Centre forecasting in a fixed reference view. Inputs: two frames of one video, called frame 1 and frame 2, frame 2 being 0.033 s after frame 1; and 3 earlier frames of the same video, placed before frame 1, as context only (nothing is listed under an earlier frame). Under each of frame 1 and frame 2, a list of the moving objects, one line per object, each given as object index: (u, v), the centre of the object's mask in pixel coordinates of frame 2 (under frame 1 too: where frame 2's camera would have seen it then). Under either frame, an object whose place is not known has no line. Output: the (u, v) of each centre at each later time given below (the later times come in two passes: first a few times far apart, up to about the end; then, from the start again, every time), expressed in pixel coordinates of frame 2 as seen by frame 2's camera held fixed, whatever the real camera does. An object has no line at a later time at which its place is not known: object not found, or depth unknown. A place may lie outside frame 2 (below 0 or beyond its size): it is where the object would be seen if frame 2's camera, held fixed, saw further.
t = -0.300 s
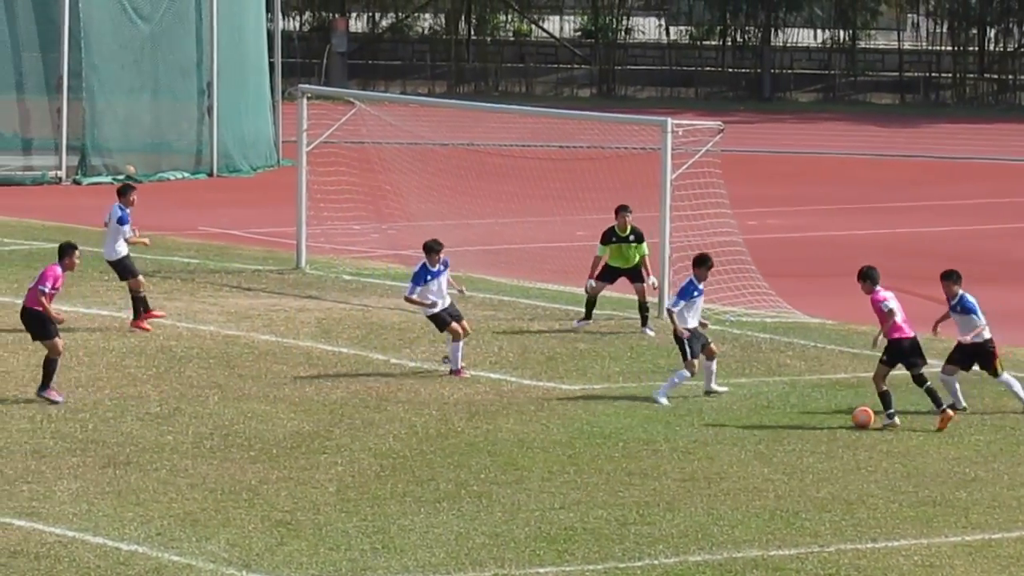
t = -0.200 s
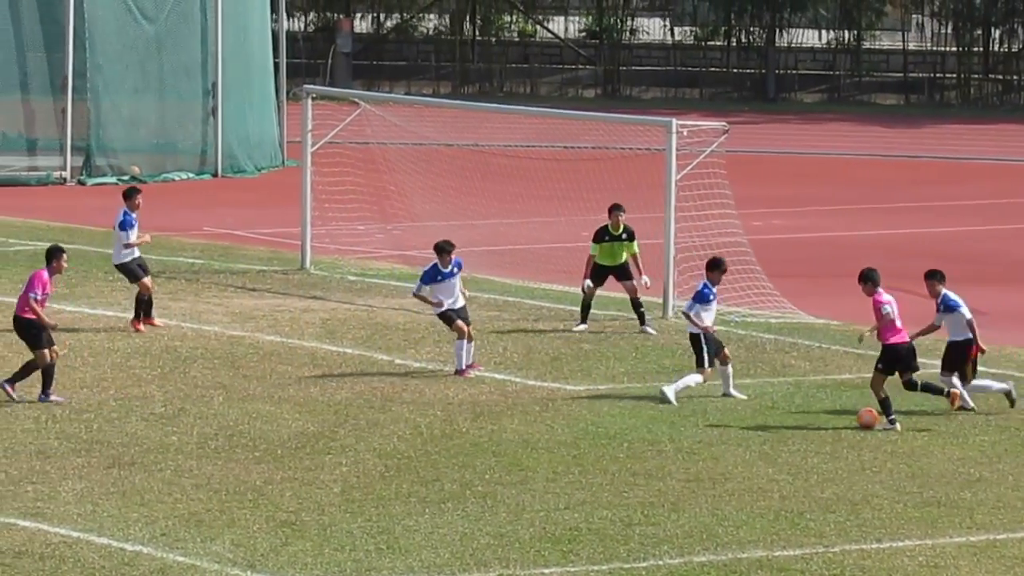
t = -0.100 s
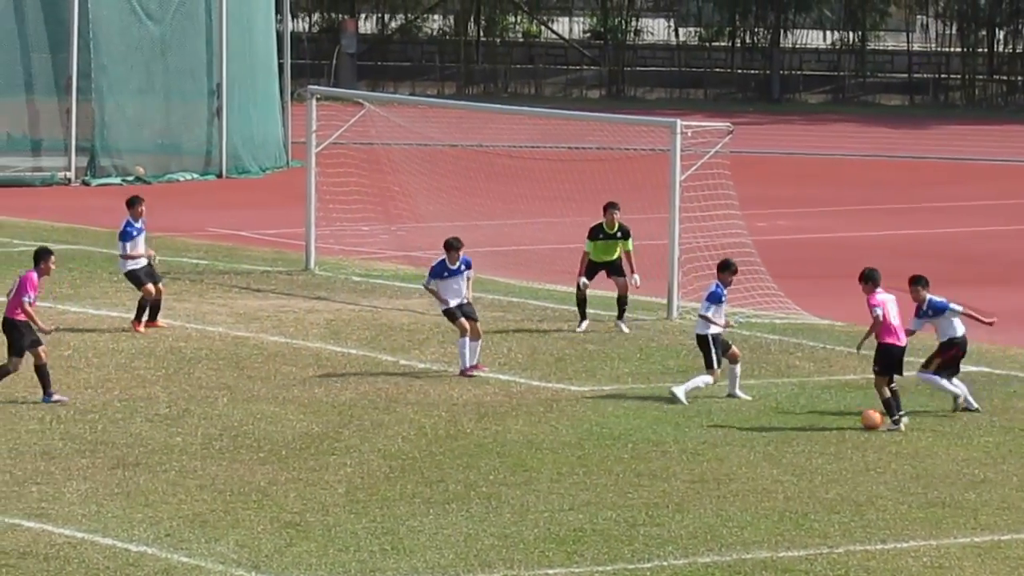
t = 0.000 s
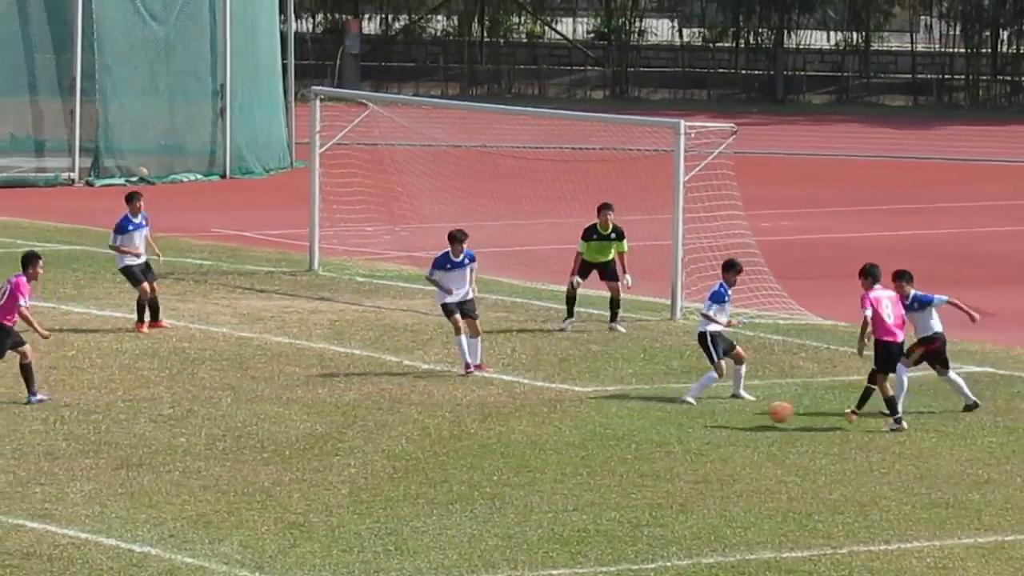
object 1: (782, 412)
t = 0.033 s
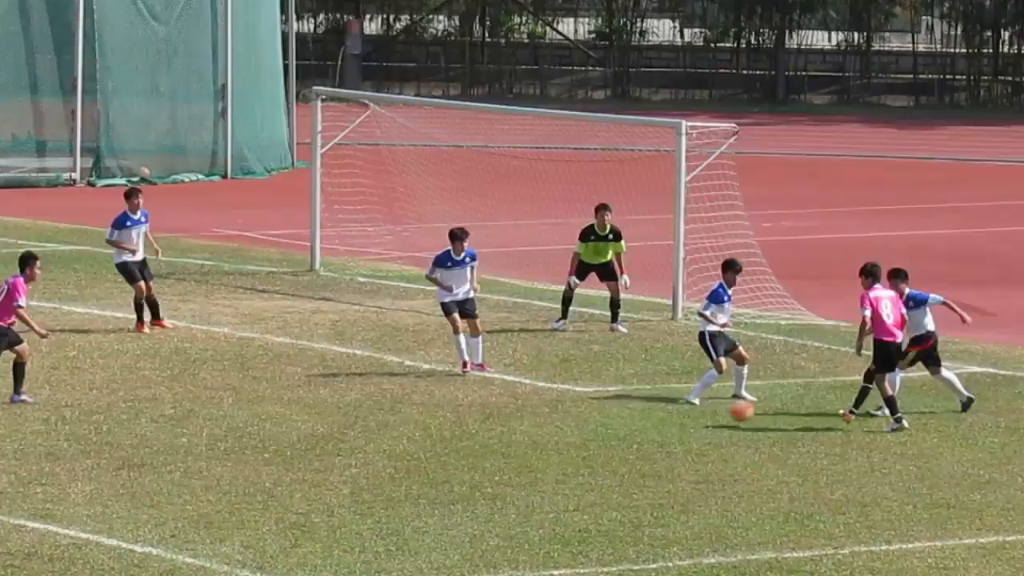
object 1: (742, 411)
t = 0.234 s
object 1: (520, 402)
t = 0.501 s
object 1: (278, 405)
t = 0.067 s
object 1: (701, 410)
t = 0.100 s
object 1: (661, 410)
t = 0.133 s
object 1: (621, 412)
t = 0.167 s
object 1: (582, 412)
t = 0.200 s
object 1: (551, 407)
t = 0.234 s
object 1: (520, 402)
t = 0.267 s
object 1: (490, 398)
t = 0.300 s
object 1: (459, 396)
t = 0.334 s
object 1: (429, 394)
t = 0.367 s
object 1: (399, 394)
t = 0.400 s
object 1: (369, 394)
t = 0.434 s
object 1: (339, 397)
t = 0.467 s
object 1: (308, 400)
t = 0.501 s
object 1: (278, 405)
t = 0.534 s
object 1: (255, 403)
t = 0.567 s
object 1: (234, 397)
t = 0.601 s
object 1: (212, 393)
